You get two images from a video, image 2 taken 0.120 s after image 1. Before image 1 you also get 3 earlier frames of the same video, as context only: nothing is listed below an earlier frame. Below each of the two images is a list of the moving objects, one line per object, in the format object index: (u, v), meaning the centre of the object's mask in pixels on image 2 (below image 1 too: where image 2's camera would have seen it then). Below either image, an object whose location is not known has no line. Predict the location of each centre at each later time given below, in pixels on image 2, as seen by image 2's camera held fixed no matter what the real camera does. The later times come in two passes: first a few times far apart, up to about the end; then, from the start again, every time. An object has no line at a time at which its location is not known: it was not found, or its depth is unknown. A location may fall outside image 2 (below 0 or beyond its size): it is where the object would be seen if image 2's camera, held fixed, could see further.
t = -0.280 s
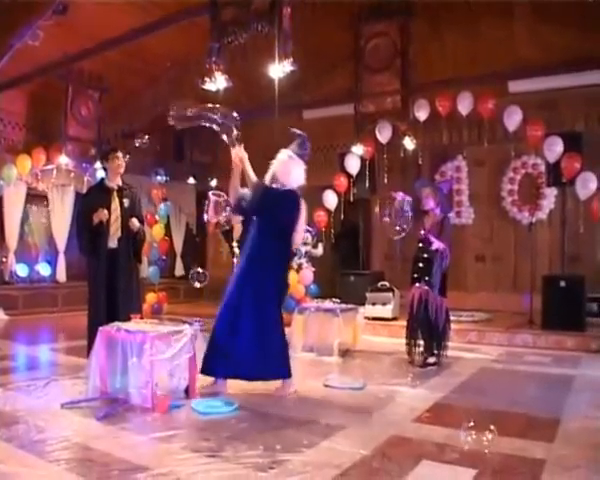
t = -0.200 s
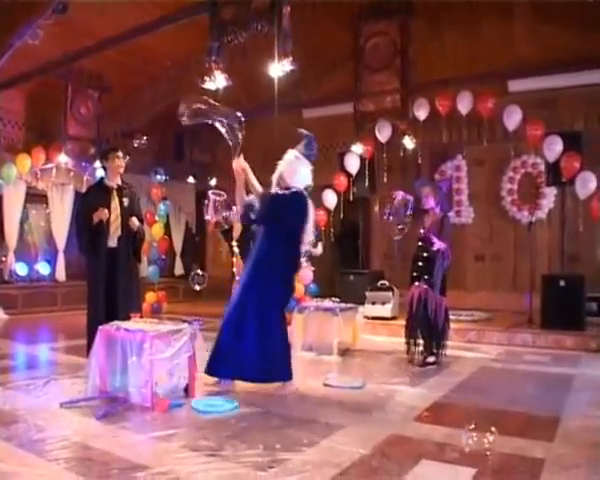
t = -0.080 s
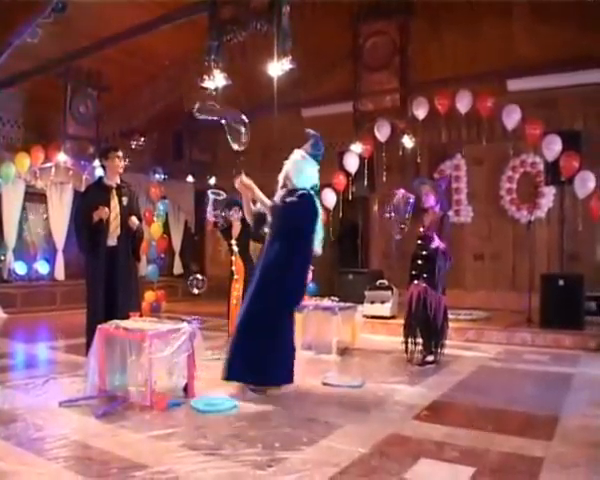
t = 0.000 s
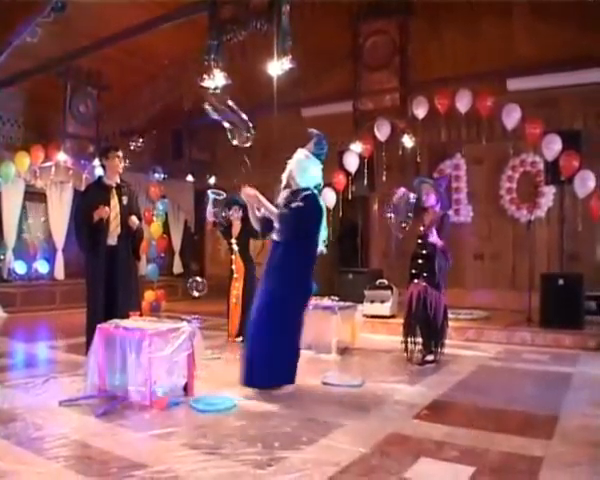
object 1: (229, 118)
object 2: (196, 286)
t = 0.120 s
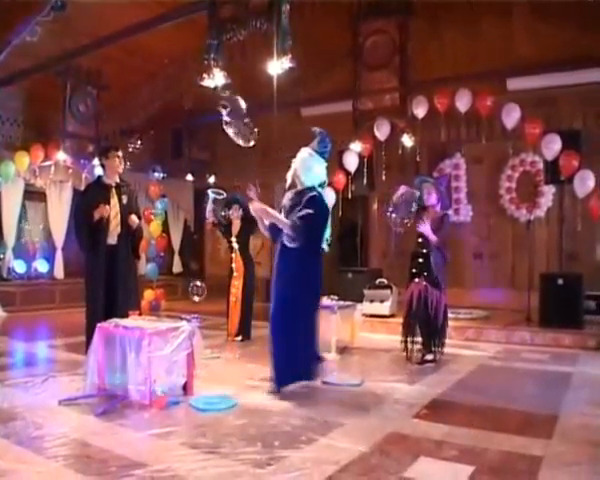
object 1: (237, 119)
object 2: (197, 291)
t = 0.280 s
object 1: (244, 124)
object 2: (197, 297)
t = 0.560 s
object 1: (255, 128)
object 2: (197, 306)
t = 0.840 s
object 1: (267, 135)
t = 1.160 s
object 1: (277, 147)
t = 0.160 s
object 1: (240, 121)
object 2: (197, 293)
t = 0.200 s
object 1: (241, 122)
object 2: (197, 294)
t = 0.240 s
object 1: (243, 122)
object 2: (197, 296)
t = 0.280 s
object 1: (244, 124)
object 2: (197, 297)
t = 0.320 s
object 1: (246, 124)
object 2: (197, 298)
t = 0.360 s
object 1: (249, 125)
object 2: (197, 300)
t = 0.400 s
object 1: (250, 125)
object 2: (197, 302)
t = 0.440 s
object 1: (252, 125)
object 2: (197, 303)
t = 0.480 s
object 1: (252, 126)
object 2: (197, 305)
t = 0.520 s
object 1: (254, 126)
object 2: (196, 306)
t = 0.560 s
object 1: (255, 128)
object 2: (197, 306)
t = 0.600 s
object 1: (257, 129)
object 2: (197, 307)
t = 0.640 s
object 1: (259, 130)
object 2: (197, 308)
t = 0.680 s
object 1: (261, 131)
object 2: (196, 309)
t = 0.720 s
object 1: (263, 133)
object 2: (196, 309)
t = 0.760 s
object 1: (264, 134)
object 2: (196, 310)
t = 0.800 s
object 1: (265, 135)
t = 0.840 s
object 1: (267, 135)
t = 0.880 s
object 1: (268, 136)
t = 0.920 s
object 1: (268, 138)
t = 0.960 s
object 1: (270, 139)
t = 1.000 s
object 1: (271, 140)
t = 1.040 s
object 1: (273, 141)
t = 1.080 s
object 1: (274, 143)
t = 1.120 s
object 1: (275, 145)
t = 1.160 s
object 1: (277, 147)
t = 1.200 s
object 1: (277, 149)
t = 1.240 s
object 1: (278, 151)
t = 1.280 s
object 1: (280, 153)
